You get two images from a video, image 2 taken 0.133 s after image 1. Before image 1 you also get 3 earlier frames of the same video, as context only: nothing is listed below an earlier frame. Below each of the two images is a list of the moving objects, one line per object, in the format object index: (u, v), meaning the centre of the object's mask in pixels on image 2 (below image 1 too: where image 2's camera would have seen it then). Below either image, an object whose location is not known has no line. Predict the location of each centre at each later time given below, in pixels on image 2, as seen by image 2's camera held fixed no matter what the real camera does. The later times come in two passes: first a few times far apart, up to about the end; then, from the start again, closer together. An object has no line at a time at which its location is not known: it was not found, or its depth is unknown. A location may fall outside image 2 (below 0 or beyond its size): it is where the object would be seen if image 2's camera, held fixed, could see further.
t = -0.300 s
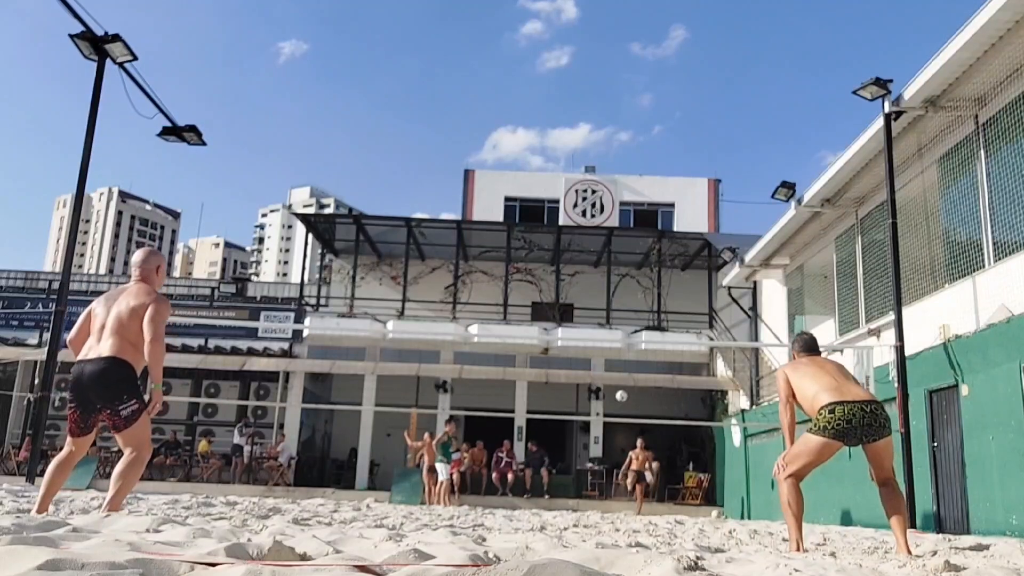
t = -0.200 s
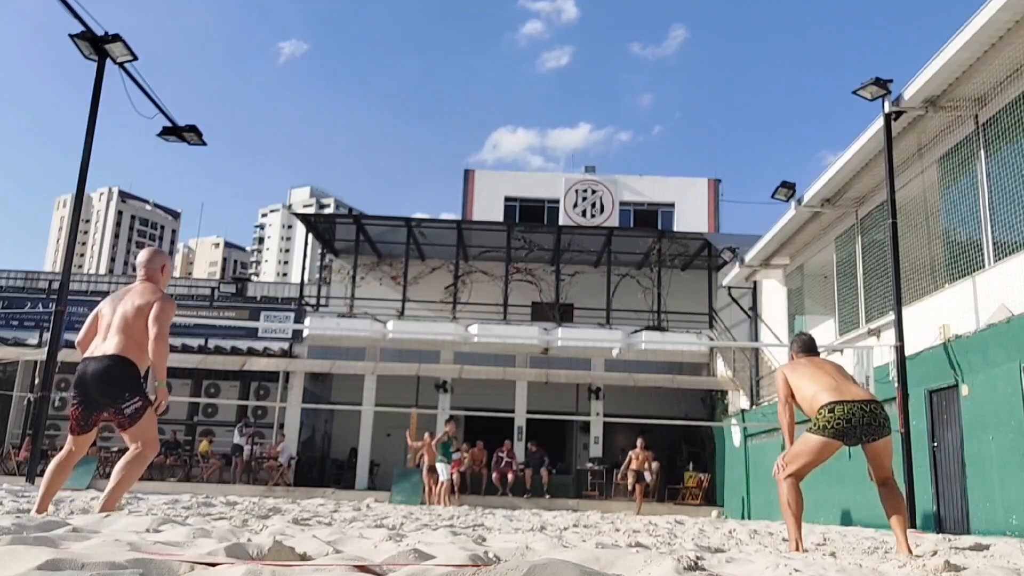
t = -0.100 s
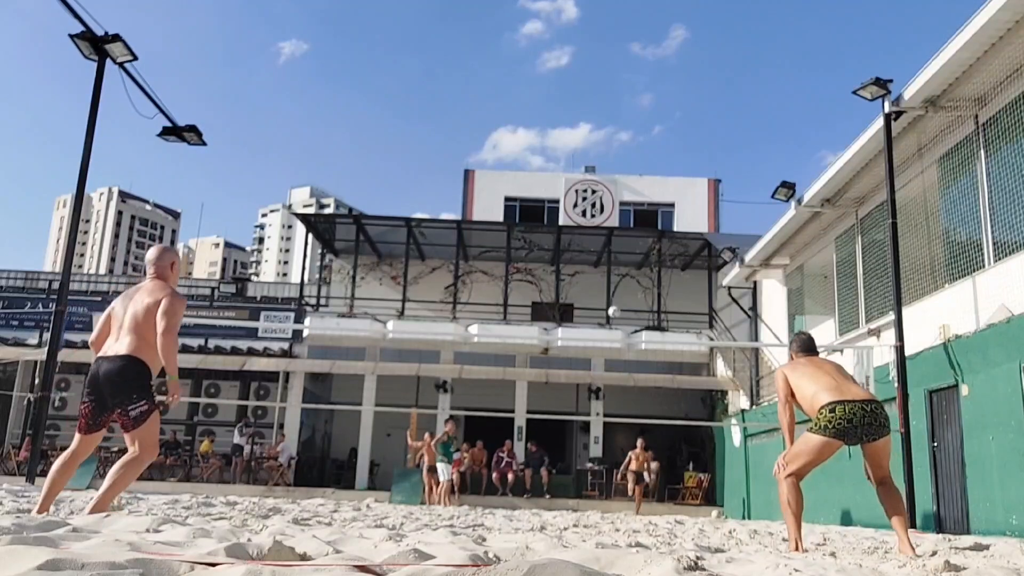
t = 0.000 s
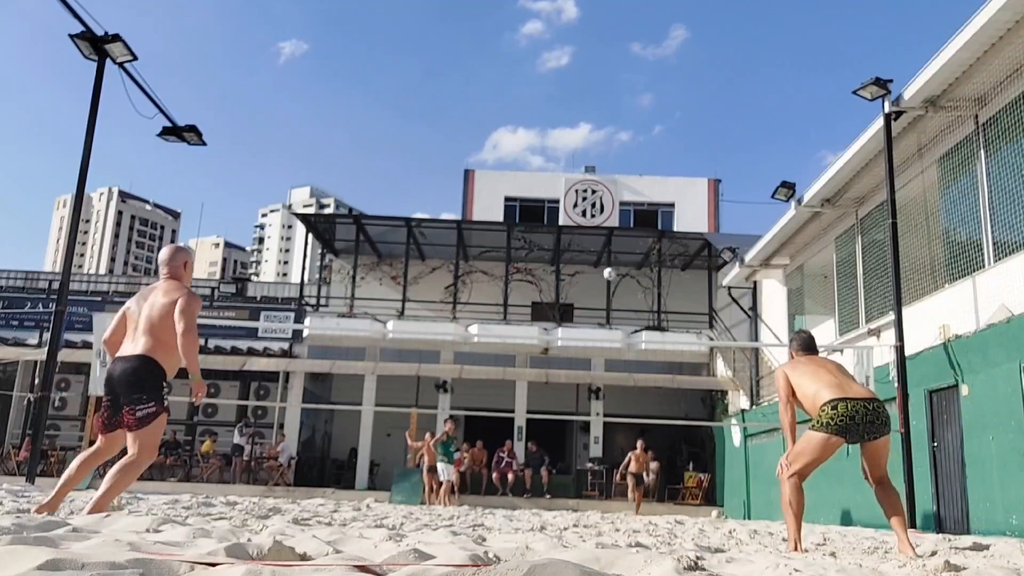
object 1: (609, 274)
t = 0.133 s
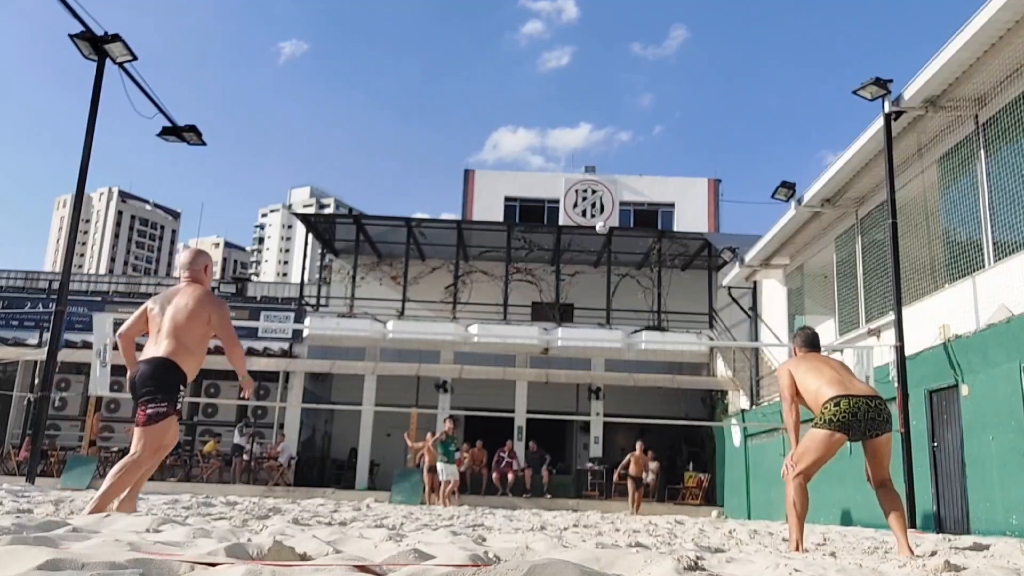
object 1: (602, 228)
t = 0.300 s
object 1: (590, 177)
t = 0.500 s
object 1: (574, 128)
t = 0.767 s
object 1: (546, 94)
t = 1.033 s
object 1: (506, 108)
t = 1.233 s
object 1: (462, 172)
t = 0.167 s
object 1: (599, 216)
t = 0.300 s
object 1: (590, 177)
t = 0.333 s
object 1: (588, 168)
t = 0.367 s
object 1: (585, 160)
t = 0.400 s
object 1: (582, 151)
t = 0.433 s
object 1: (580, 143)
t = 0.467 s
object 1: (577, 135)
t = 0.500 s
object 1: (574, 128)
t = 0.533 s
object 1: (570, 122)
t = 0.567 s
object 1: (567, 117)
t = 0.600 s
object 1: (564, 112)
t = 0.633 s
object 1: (561, 107)
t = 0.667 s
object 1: (557, 103)
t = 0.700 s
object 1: (554, 99)
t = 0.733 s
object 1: (550, 96)
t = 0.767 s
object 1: (546, 94)
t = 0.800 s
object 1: (541, 92)
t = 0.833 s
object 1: (537, 91)
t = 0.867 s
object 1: (532, 92)
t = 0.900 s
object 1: (527, 93)
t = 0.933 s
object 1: (522, 95)
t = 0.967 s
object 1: (517, 98)
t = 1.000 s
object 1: (511, 102)
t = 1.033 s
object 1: (506, 108)
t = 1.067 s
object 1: (499, 114)
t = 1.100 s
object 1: (493, 123)
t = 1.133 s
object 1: (486, 132)
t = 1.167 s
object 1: (478, 144)
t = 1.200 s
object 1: (470, 157)
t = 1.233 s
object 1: (462, 172)
